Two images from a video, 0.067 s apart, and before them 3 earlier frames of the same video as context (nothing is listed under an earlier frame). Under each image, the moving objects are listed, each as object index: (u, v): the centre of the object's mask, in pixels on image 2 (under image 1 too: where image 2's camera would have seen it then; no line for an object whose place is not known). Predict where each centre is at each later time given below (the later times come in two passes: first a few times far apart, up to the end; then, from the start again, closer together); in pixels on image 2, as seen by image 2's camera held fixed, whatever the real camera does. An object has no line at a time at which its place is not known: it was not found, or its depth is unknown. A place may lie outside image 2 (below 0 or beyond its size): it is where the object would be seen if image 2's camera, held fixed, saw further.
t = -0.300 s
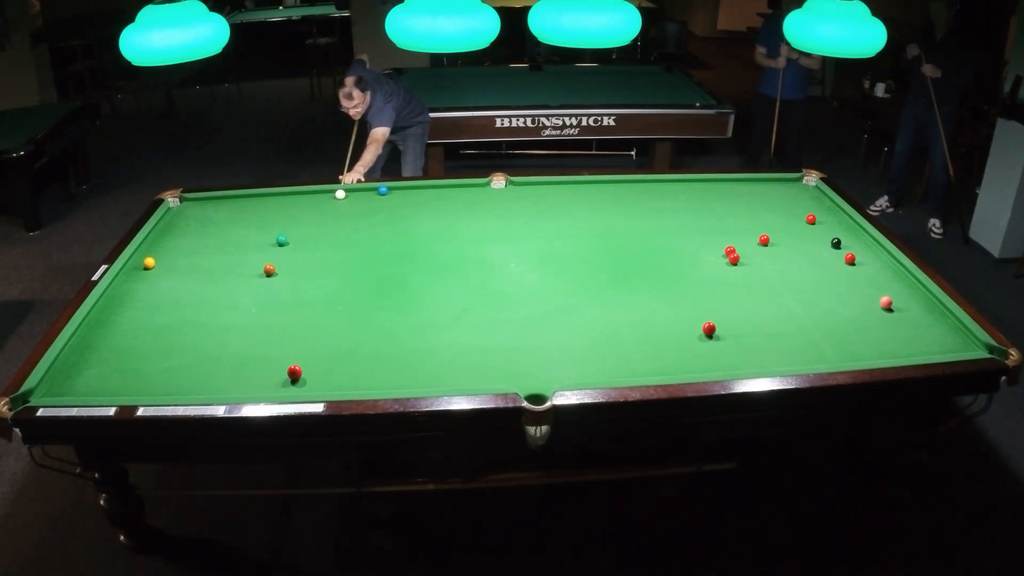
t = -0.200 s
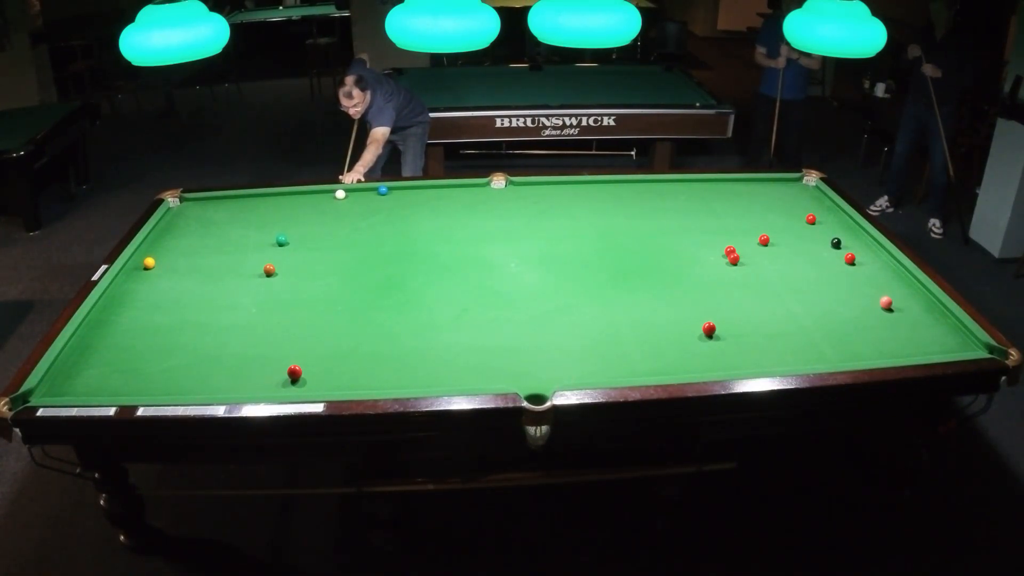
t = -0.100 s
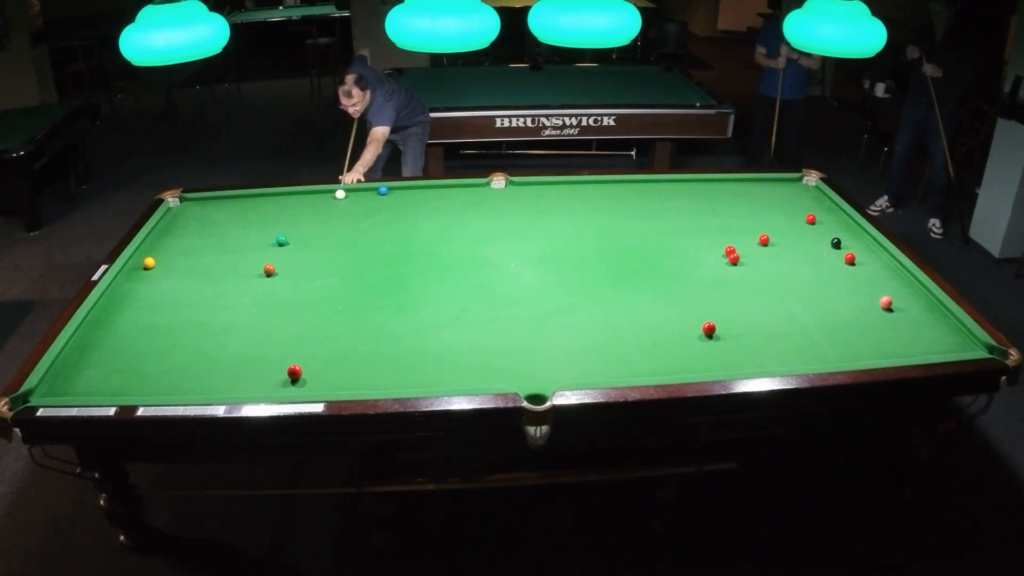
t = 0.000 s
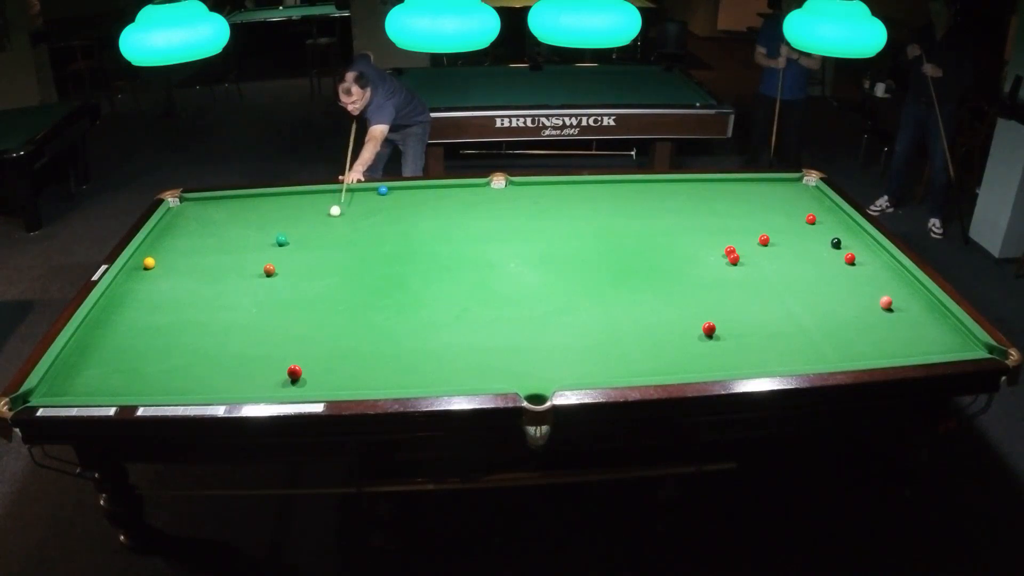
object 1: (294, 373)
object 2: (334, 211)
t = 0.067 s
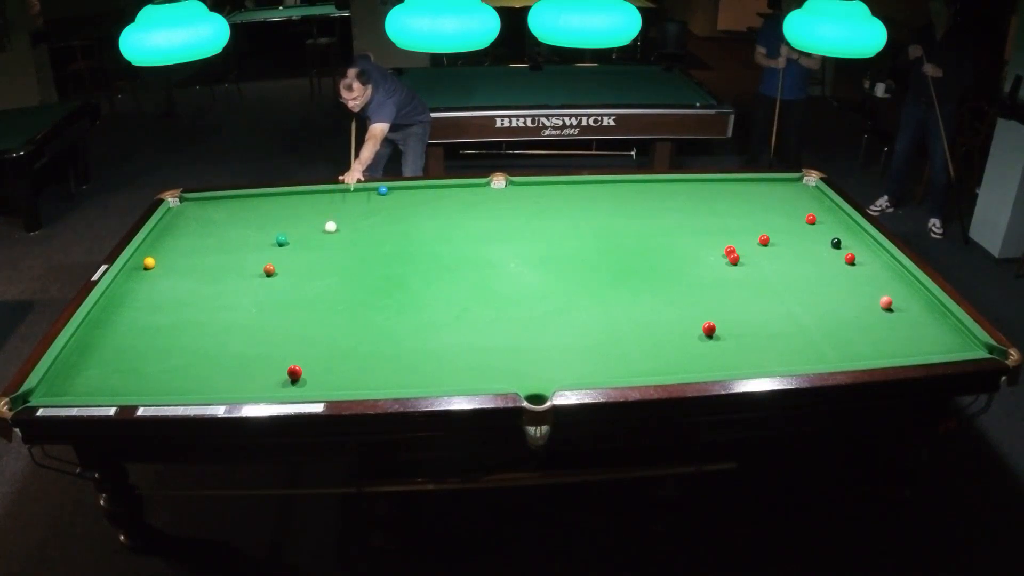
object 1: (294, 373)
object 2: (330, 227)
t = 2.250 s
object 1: (423, 225)
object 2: (212, 282)
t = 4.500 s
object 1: (471, 304)
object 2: (194, 213)
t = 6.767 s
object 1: (481, 203)
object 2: (186, 202)
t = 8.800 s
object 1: (493, 190)
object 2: (186, 202)
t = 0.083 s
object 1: (294, 373)
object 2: (329, 231)
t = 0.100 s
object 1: (294, 373)
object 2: (328, 235)
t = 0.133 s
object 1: (294, 373)
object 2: (325, 244)
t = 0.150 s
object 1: (294, 373)
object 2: (324, 248)
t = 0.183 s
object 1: (294, 373)
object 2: (321, 258)
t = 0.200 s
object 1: (294, 373)
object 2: (320, 263)
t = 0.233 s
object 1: (294, 373)
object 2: (317, 273)
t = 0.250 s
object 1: (294, 373)
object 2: (316, 278)
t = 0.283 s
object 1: (294, 373)
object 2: (313, 289)
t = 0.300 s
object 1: (294, 373)
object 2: (311, 294)
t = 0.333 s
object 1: (294, 373)
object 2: (308, 306)
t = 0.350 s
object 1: (294, 373)
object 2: (307, 312)
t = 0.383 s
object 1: (294, 373)
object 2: (304, 324)
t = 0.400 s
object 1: (294, 373)
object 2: (302, 331)
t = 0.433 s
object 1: (294, 373)
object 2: (298, 344)
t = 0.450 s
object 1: (294, 373)
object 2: (297, 351)
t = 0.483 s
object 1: (294, 375)
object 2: (292, 362)
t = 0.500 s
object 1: (295, 381)
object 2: (289, 365)
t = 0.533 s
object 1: (298, 389)
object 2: (284, 367)
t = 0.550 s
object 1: (300, 386)
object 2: (281, 368)
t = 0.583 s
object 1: (305, 378)
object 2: (275, 371)
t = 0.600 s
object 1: (308, 373)
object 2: (272, 372)
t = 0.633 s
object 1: (312, 365)
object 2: (267, 377)
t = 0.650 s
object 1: (315, 361)
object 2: (264, 379)
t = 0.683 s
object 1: (318, 355)
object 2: (260, 382)
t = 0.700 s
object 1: (320, 351)
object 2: (257, 385)
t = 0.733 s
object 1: (324, 343)
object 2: (252, 388)
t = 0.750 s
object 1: (327, 339)
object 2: (249, 390)
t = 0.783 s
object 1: (331, 332)
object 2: (246, 389)
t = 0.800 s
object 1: (333, 329)
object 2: (246, 388)
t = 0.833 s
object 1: (337, 322)
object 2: (245, 386)
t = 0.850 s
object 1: (339, 318)
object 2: (244, 384)
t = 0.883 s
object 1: (342, 311)
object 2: (243, 380)
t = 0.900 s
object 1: (344, 308)
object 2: (242, 379)
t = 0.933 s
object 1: (348, 302)
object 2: (241, 375)
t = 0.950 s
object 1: (349, 299)
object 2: (241, 374)
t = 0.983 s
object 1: (353, 292)
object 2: (239, 370)
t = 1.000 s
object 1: (355, 289)
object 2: (239, 369)
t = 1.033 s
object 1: (358, 284)
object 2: (238, 366)
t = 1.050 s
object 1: (360, 281)
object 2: (238, 364)
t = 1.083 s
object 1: (363, 275)
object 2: (237, 361)
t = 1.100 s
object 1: (364, 272)
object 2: (236, 359)
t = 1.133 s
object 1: (367, 267)
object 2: (235, 356)
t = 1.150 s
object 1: (369, 264)
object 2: (235, 355)
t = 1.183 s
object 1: (372, 259)
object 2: (234, 352)
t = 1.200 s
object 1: (373, 257)
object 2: (233, 351)
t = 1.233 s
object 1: (376, 252)
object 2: (232, 348)
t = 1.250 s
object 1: (378, 250)
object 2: (232, 346)
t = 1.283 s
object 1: (380, 245)
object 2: (231, 344)
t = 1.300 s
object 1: (382, 243)
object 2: (231, 342)
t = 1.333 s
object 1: (384, 238)
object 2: (230, 340)
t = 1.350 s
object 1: (386, 236)
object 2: (230, 338)
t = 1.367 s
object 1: (387, 234)
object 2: (229, 337)
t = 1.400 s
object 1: (389, 230)
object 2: (228, 334)
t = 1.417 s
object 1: (391, 228)
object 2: (228, 333)
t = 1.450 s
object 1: (393, 223)
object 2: (227, 331)
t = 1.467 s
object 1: (394, 221)
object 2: (227, 330)
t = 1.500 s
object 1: (397, 217)
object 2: (226, 327)
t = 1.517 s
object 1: (398, 215)
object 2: (225, 326)
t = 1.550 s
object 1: (400, 212)
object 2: (225, 324)
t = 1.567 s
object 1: (401, 210)
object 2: (224, 323)
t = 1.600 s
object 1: (403, 206)
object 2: (224, 320)
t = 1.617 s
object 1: (404, 204)
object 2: (223, 319)
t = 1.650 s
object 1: (406, 201)
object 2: (223, 317)
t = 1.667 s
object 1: (407, 199)
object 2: (222, 315)
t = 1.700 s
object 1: (409, 196)
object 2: (221, 313)
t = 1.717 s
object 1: (410, 194)
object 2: (221, 312)
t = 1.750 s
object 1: (412, 191)
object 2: (220, 310)
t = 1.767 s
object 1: (413, 189)
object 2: (220, 309)
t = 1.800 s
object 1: (414, 189)
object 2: (220, 307)
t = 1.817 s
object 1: (415, 191)
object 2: (219, 306)
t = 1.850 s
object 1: (415, 193)
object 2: (219, 304)
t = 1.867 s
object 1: (416, 194)
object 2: (218, 303)
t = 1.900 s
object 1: (416, 197)
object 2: (218, 301)
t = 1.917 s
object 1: (416, 198)
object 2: (217, 300)
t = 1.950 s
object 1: (417, 201)
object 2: (217, 298)
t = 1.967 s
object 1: (417, 202)
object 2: (217, 297)
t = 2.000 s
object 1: (418, 205)
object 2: (216, 295)
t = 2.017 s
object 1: (418, 206)
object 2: (216, 294)
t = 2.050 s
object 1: (419, 209)
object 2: (215, 292)
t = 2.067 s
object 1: (419, 210)
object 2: (215, 291)
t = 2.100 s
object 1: (420, 213)
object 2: (214, 290)
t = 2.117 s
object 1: (420, 214)
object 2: (214, 289)
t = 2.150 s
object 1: (421, 217)
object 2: (214, 287)
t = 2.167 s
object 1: (421, 218)
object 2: (213, 286)
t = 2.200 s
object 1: (422, 221)
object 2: (213, 284)
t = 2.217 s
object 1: (422, 222)
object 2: (213, 284)
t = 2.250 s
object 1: (423, 225)
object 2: (212, 282)
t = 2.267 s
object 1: (423, 227)
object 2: (212, 281)
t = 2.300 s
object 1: (424, 230)
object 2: (211, 279)
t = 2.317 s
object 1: (424, 231)
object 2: (211, 279)
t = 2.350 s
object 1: (425, 234)
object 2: (211, 277)
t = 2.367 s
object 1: (425, 236)
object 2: (211, 276)
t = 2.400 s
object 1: (426, 239)
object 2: (210, 275)
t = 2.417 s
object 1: (427, 240)
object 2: (210, 274)
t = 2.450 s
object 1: (427, 243)
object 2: (209, 272)
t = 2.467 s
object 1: (428, 245)
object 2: (209, 272)
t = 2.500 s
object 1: (428, 248)
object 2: (209, 270)
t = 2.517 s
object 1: (429, 250)
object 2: (209, 270)
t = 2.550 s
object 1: (429, 253)
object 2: (208, 268)
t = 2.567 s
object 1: (430, 255)
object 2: (208, 268)
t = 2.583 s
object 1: (430, 256)
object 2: (208, 267)
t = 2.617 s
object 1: (431, 259)
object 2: (207, 265)
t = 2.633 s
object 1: (432, 261)
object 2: (207, 265)
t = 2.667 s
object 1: (432, 264)
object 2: (207, 263)
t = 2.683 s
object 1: (433, 266)
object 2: (207, 263)
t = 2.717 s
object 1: (434, 270)
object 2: (206, 261)
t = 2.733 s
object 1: (434, 271)
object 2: (206, 261)
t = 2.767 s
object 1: (435, 275)
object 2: (206, 259)
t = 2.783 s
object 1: (435, 277)
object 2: (206, 259)
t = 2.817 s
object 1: (436, 280)
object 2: (205, 258)
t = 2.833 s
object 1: (437, 282)
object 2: (205, 257)
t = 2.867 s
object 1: (438, 286)
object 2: (205, 256)
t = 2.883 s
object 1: (438, 288)
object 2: (204, 255)
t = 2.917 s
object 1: (439, 291)
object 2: (204, 254)
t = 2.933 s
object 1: (439, 293)
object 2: (204, 253)
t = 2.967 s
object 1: (440, 297)
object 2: (204, 252)
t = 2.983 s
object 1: (441, 299)
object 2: (203, 252)
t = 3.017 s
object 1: (442, 303)
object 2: (203, 250)
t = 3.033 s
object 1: (442, 305)
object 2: (203, 250)
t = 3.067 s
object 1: (444, 309)
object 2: (203, 249)
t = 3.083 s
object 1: (444, 311)
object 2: (203, 248)
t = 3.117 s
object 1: (445, 315)
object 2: (202, 247)
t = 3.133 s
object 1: (446, 317)
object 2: (202, 246)
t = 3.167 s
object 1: (447, 321)
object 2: (202, 245)
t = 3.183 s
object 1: (447, 323)
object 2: (202, 245)
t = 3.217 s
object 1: (448, 328)
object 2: (201, 244)
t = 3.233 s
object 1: (449, 330)
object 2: (201, 243)
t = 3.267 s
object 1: (450, 334)
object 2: (201, 242)
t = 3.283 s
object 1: (451, 336)
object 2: (201, 242)
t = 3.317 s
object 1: (452, 341)
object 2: (201, 241)
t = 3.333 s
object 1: (452, 343)
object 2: (200, 240)
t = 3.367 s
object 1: (453, 348)
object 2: (200, 239)
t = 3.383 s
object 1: (454, 350)
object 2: (200, 239)
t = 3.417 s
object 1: (455, 354)
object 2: (200, 238)
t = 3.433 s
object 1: (456, 357)
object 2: (200, 237)
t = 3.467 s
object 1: (457, 361)
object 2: (199, 236)
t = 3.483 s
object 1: (458, 364)
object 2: (199, 236)
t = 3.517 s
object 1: (459, 369)
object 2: (199, 235)
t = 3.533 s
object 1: (460, 371)
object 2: (199, 235)
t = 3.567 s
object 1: (461, 376)
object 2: (199, 234)
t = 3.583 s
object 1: (462, 378)
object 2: (198, 233)
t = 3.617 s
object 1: (463, 381)
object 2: (198, 232)
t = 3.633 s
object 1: (463, 383)
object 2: (198, 232)
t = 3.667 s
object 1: (464, 381)
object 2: (198, 231)
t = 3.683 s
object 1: (464, 380)
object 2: (198, 231)
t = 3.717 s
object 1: (464, 377)
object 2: (198, 230)
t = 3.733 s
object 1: (465, 375)
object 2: (198, 229)
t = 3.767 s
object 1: (465, 371)
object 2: (198, 228)
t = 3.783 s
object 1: (465, 369)
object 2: (197, 228)
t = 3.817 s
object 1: (466, 366)
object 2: (197, 227)
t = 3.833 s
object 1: (466, 364)
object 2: (197, 227)
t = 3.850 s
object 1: (466, 362)
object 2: (197, 226)
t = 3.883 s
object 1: (466, 359)
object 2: (197, 226)
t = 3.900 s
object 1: (466, 357)
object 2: (197, 225)
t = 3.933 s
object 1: (467, 353)
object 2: (197, 224)
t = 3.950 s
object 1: (467, 352)
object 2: (197, 224)
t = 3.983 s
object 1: (467, 348)
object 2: (196, 223)
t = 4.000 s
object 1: (467, 347)
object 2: (196, 223)
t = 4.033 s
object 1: (467, 343)
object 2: (196, 222)
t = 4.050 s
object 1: (468, 342)
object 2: (196, 222)
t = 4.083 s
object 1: (468, 339)
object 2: (196, 221)
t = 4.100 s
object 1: (468, 337)
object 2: (196, 221)
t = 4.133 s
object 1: (468, 334)
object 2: (196, 220)
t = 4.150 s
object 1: (468, 332)
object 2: (195, 220)
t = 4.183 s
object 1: (469, 330)
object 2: (195, 219)
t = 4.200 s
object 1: (469, 328)
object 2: (195, 219)
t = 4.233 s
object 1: (469, 325)
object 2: (195, 218)
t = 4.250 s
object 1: (469, 324)
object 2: (195, 218)
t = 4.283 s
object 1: (469, 321)
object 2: (195, 217)
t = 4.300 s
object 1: (469, 319)
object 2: (195, 217)
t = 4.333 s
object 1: (470, 317)
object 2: (195, 216)
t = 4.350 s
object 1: (470, 315)
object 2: (195, 216)
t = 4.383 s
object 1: (470, 313)
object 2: (194, 215)
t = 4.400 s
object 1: (470, 311)
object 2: (194, 215)
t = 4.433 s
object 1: (470, 309)
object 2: (194, 215)
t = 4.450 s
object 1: (470, 307)
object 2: (194, 214)
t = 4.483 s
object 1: (471, 305)
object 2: (194, 214)
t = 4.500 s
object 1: (471, 304)
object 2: (194, 213)
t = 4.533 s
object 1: (471, 301)
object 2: (194, 213)
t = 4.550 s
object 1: (471, 300)
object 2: (194, 213)
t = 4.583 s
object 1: (471, 298)
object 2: (194, 212)
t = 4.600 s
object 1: (471, 297)
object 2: (194, 212)
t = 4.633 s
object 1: (472, 294)
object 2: (193, 211)
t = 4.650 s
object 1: (472, 293)
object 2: (193, 211)
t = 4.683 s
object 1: (472, 291)
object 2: (193, 211)
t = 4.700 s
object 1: (472, 290)
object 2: (193, 210)
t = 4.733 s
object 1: (472, 288)
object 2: (193, 210)
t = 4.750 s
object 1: (472, 287)
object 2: (193, 209)
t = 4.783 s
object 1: (472, 284)
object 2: (193, 209)
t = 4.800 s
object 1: (473, 283)
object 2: (193, 209)
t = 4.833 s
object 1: (473, 281)
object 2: (193, 208)
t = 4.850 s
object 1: (473, 280)
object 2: (193, 208)
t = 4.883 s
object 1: (473, 278)
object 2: (192, 208)
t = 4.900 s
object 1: (473, 277)
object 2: (192, 207)
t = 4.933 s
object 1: (473, 275)
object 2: (192, 207)
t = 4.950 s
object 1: (473, 274)
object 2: (192, 207)
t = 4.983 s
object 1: (473, 272)
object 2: (192, 206)
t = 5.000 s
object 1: (474, 271)
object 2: (192, 206)
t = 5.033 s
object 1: (474, 269)
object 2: (192, 206)
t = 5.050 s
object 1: (474, 268)
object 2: (192, 205)
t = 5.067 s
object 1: (474, 267)
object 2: (192, 205)
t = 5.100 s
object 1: (474, 265)
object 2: (192, 205)
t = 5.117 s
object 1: (474, 265)
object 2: (192, 205)
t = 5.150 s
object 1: (474, 263)
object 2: (192, 204)
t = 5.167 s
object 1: (474, 262)
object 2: (192, 204)
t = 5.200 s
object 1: (475, 260)
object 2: (192, 204)
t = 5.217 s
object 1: (475, 259)
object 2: (192, 204)
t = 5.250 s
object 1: (475, 257)
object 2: (191, 203)
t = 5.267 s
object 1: (475, 257)
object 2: (191, 203)
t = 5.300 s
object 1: (475, 255)
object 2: (191, 203)
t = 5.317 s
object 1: (475, 254)
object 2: (191, 202)
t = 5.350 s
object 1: (475, 252)
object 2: (191, 202)
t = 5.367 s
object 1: (475, 252)
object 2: (191, 202)
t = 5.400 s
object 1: (476, 250)
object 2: (191, 202)
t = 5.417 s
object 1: (476, 249)
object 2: (191, 201)
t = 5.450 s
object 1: (476, 248)
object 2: (191, 201)
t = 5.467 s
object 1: (476, 247)
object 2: (191, 201)
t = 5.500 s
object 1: (476, 246)
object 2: (191, 201)
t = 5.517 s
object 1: (476, 245)
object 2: (191, 200)
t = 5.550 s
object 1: (476, 243)
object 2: (191, 200)
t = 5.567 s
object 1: (476, 243)
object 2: (191, 200)
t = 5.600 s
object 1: (477, 241)
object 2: (191, 200)
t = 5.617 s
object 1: (477, 240)
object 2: (191, 200)
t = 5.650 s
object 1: (477, 239)
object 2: (190, 200)
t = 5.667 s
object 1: (477, 238)
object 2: (190, 200)
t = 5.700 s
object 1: (477, 237)
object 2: (190, 200)
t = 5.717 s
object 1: (477, 236)
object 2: (190, 200)
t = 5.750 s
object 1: (477, 235)
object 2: (190, 200)
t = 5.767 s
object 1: (477, 234)
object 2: (189, 200)
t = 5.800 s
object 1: (477, 233)
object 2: (189, 201)
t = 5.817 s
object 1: (477, 232)
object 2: (189, 201)
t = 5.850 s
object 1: (478, 231)
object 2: (189, 201)
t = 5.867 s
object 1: (477, 230)
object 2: (189, 201)
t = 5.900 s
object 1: (478, 229)
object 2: (188, 201)
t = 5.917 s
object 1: (478, 229)
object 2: (188, 201)
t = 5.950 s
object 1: (478, 227)
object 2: (188, 201)
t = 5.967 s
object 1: (478, 227)
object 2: (188, 201)
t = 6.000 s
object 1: (478, 226)
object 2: (188, 201)
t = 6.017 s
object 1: (478, 225)
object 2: (188, 201)
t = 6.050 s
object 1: (478, 224)
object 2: (187, 202)
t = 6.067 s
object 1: (478, 223)
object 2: (187, 202)
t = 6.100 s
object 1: (478, 222)
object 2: (187, 202)
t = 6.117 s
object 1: (478, 222)
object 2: (187, 202)
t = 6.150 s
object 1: (479, 220)
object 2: (187, 202)
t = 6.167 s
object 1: (479, 220)
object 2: (186, 202)
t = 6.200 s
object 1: (479, 219)
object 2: (186, 202)
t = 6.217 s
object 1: (479, 218)
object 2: (186, 202)
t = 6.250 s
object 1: (479, 217)
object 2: (186, 202)
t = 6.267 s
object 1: (479, 217)
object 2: (186, 202)
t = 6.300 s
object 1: (479, 216)
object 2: (186, 202)
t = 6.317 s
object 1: (479, 215)
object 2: (186, 202)
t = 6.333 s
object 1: (479, 215)
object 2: (186, 202)
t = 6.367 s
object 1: (480, 214)
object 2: (186, 202)
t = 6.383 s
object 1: (480, 213)
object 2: (186, 202)
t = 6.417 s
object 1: (480, 212)
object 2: (186, 202)
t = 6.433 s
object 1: (480, 212)
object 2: (186, 202)
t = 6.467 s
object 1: (480, 211)
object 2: (186, 202)
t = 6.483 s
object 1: (480, 210)
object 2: (186, 202)
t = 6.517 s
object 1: (480, 209)
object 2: (186, 202)
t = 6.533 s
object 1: (480, 209)
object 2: (186, 202)
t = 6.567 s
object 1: (480, 208)
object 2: (186, 202)
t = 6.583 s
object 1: (480, 208)
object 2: (186, 202)
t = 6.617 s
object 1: (480, 207)
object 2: (186, 202)
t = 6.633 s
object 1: (481, 206)
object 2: (186, 202)
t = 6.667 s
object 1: (481, 205)
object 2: (186, 202)
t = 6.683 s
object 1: (481, 205)
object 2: (186, 202)
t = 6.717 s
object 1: (481, 204)
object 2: (186, 202)
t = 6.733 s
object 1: (481, 204)
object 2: (186, 202)
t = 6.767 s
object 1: (481, 203)
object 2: (186, 202)
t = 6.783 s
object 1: (481, 203)
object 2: (186, 202)
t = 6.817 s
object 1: (481, 202)
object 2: (186, 202)
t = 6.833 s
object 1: (481, 201)
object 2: (186, 202)
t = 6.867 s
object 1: (481, 201)
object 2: (186, 202)
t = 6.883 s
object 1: (481, 200)
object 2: (186, 202)
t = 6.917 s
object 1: (482, 199)
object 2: (186, 202)
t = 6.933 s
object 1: (482, 199)
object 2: (186, 202)
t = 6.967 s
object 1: (482, 198)
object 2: (186, 202)
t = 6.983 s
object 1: (482, 198)
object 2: (186, 202)
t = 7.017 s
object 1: (482, 197)
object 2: (186, 202)
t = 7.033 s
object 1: (482, 197)
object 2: (186, 202)
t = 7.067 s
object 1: (482, 196)
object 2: (186, 202)
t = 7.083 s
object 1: (482, 196)
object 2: (186, 202)
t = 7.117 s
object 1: (482, 195)
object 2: (186, 202)
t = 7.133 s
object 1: (482, 195)
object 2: (186, 202)
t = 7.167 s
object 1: (482, 194)
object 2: (186, 202)
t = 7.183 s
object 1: (482, 194)
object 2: (186, 202)
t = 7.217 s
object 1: (483, 193)
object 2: (186, 202)
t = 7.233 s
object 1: (483, 193)
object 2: (186, 202)
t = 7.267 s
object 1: (483, 192)
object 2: (186, 202)
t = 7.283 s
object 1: (483, 192)
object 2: (186, 202)
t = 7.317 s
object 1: (483, 192)
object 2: (186, 202)
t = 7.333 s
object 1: (483, 191)
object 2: (186, 202)
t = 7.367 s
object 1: (483, 191)
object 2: (186, 202)
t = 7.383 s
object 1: (483, 190)
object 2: (186, 202)
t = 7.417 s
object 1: (483, 190)
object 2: (186, 202)
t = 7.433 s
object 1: (483, 189)
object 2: (186, 202)
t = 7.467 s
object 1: (483, 189)
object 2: (186, 202)
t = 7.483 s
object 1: (483, 189)
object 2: (186, 202)
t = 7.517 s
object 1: (483, 188)
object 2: (186, 202)
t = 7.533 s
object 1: (483, 188)
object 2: (186, 202)
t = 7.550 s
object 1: (483, 188)
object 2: (186, 202)
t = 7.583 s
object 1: (483, 187)
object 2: (186, 202)
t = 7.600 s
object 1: (483, 187)
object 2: (186, 202)
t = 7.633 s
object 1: (483, 186)
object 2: (186, 202)
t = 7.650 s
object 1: (483, 186)
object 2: (186, 202)
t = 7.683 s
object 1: (483, 186)
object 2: (186, 202)
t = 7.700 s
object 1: (483, 185)
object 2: (186, 202)
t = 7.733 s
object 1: (483, 185)
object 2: (186, 202)
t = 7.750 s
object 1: (484, 185)
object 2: (186, 202)
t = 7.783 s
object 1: (484, 185)
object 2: (186, 202)
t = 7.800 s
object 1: (484, 186)
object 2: (186, 202)
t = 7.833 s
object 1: (485, 186)
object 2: (186, 202)
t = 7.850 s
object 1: (485, 186)
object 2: (186, 202)
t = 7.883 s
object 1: (485, 186)
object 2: (186, 202)
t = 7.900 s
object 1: (486, 186)
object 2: (186, 202)
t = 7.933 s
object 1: (486, 186)
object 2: (186, 202)
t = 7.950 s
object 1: (486, 186)
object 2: (186, 202)
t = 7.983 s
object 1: (487, 186)
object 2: (186, 202)
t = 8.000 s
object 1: (487, 187)
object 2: (186, 202)
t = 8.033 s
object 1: (487, 187)
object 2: (186, 202)
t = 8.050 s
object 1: (488, 187)
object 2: (186, 202)
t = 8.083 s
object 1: (488, 187)
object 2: (186, 202)
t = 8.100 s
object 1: (488, 187)
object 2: (186, 202)
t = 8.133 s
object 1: (488, 188)
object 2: (186, 202)
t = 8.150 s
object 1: (489, 188)
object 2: (186, 202)
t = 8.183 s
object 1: (489, 188)
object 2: (186, 202)
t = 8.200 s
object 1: (489, 188)
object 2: (186, 202)
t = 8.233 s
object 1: (490, 188)
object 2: (186, 202)
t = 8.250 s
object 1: (490, 188)
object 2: (186, 202)
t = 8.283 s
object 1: (490, 188)
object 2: (186, 202)
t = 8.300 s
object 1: (490, 189)
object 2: (186, 202)
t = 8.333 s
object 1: (490, 189)
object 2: (186, 202)
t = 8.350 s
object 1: (491, 189)
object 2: (186, 202)
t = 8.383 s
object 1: (491, 189)
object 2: (186, 202)
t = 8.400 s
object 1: (491, 189)
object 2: (186, 202)
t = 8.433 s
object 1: (491, 189)
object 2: (186, 202)
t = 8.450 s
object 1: (491, 189)
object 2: (186, 202)
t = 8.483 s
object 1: (492, 189)
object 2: (186, 202)
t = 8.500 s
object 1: (492, 189)
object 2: (186, 202)
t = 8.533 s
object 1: (492, 190)
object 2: (186, 202)
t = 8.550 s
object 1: (492, 189)
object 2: (186, 202)
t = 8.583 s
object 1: (492, 190)
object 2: (186, 202)
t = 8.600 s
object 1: (492, 190)
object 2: (186, 202)
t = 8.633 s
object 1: (493, 190)
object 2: (186, 202)
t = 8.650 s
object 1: (493, 190)
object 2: (186, 202)
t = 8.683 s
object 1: (493, 190)
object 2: (186, 202)
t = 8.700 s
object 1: (493, 190)
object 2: (186, 202)
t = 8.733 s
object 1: (493, 190)
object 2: (186, 202)
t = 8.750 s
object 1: (493, 190)
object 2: (186, 202)
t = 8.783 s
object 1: (493, 190)
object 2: (186, 202)
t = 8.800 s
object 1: (493, 190)
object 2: (186, 202)
